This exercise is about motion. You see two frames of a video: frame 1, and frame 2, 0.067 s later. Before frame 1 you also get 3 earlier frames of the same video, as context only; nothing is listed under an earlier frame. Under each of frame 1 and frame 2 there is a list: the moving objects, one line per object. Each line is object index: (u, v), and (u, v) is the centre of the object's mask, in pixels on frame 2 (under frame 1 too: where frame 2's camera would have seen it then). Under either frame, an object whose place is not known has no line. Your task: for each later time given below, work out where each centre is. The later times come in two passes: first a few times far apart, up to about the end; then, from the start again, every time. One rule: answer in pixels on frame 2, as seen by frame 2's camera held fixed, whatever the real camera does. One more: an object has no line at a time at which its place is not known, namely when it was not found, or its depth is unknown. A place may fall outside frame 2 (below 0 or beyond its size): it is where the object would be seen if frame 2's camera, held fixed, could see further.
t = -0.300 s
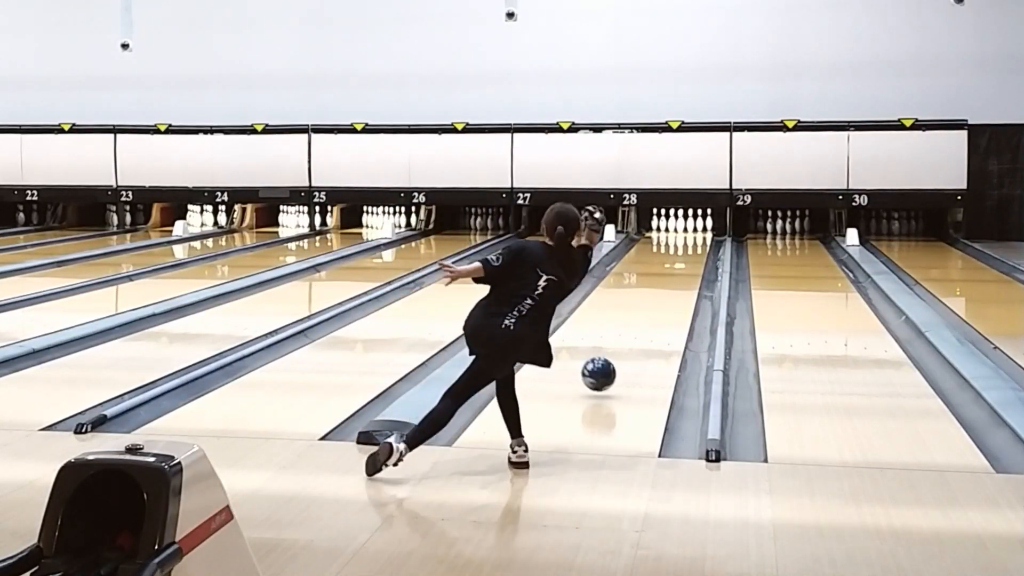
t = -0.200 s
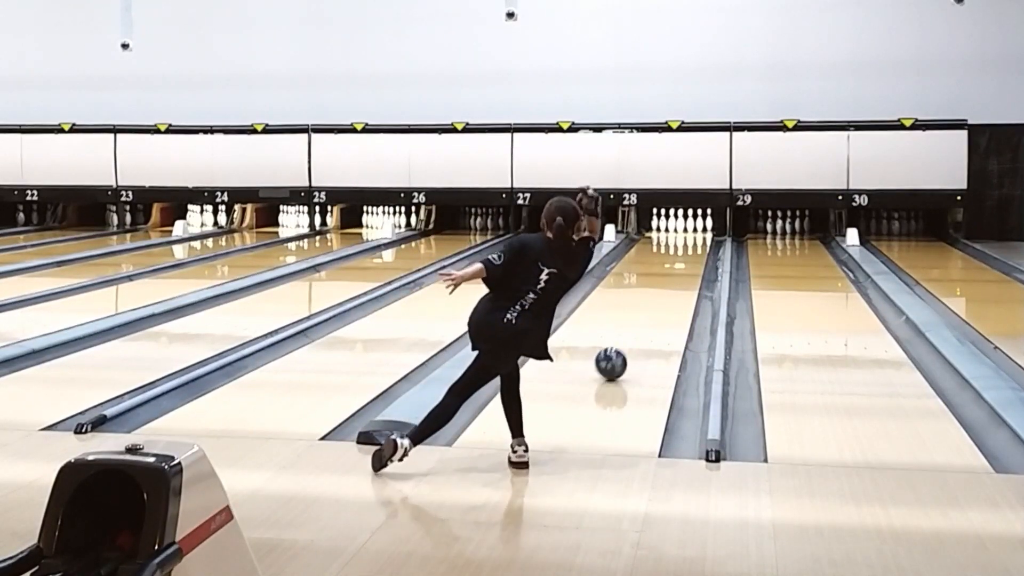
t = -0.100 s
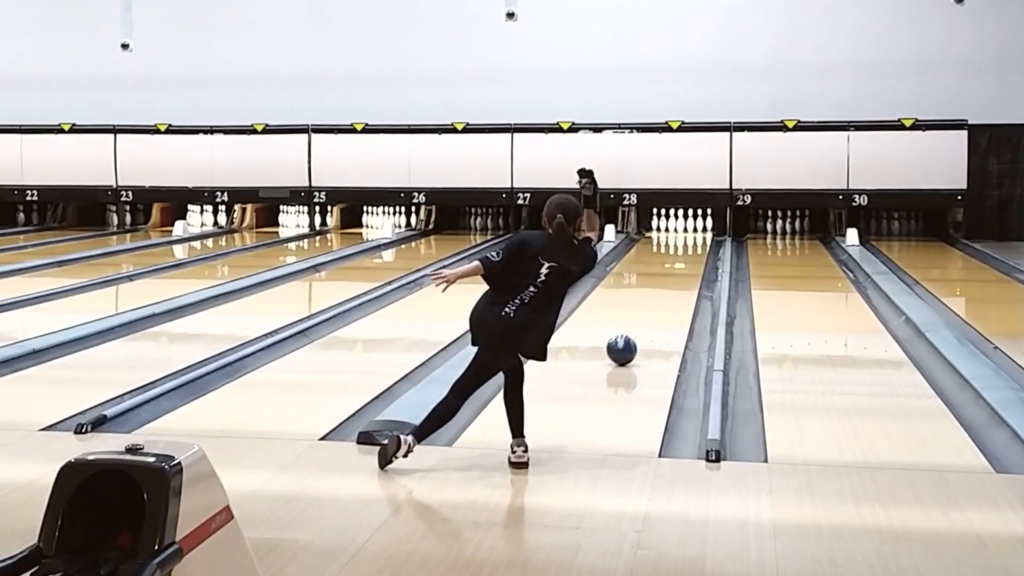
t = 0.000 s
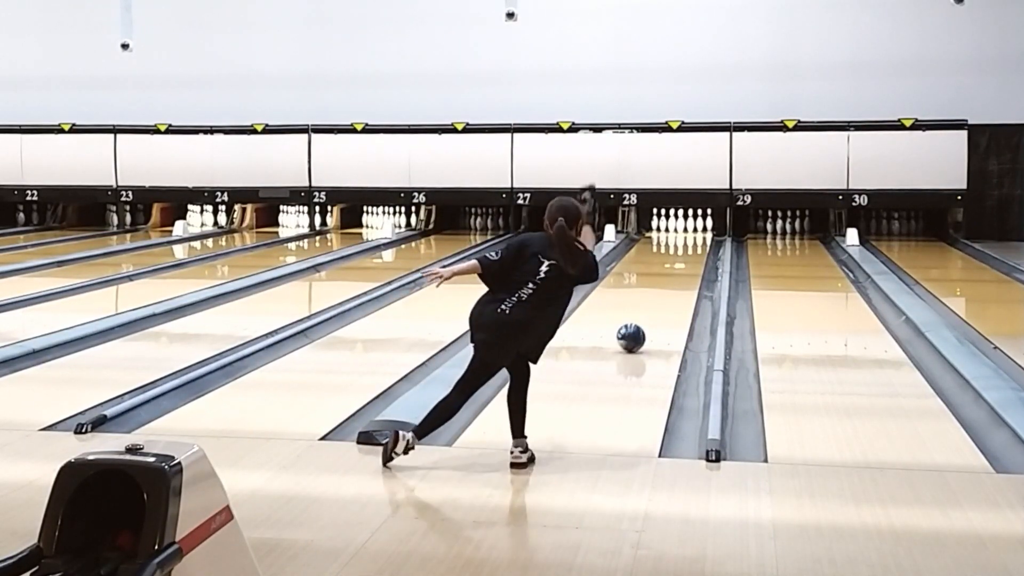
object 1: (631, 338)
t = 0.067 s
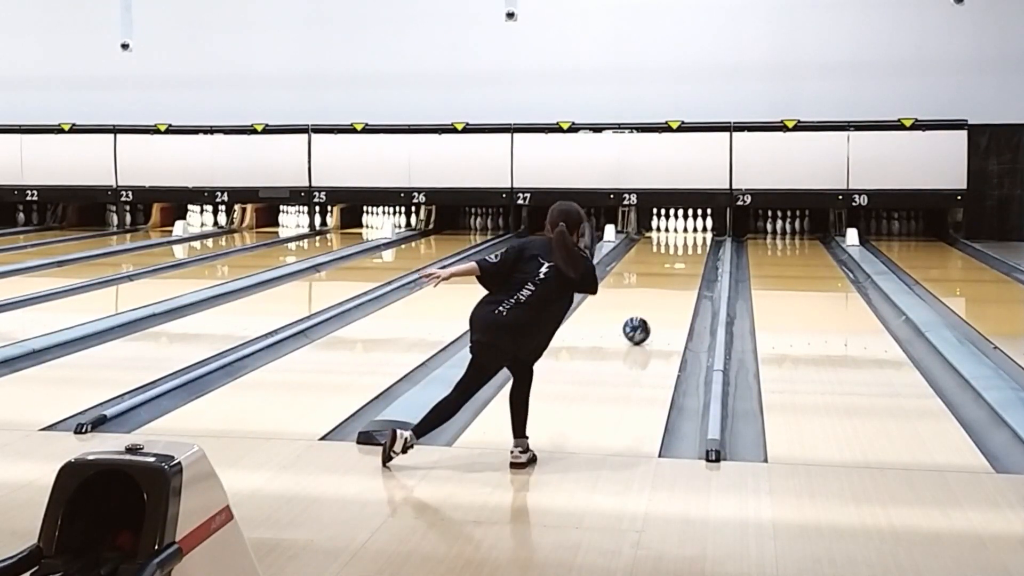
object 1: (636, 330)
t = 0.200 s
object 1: (646, 318)
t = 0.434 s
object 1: (660, 298)
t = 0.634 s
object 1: (669, 285)
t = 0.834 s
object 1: (677, 273)
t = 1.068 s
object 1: (684, 262)
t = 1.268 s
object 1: (689, 254)
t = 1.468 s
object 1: (692, 247)
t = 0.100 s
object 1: (639, 327)
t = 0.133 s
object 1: (642, 323)
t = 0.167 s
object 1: (644, 320)
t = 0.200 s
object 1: (646, 318)
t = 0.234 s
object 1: (649, 314)
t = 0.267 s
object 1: (651, 311)
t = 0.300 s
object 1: (653, 309)
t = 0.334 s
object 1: (655, 306)
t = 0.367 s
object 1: (657, 303)
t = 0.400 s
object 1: (658, 301)
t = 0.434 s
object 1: (660, 298)
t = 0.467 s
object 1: (662, 296)
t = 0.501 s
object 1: (663, 293)
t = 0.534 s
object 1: (665, 291)
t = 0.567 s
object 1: (667, 289)
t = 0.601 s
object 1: (668, 287)
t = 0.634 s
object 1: (669, 285)
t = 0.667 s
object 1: (671, 283)
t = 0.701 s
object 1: (673, 281)
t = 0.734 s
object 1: (674, 279)
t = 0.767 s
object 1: (675, 277)
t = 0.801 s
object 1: (676, 275)
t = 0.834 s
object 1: (677, 273)
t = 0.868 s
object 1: (678, 272)
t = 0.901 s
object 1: (679, 270)
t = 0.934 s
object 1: (680, 269)
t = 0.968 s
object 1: (681, 267)
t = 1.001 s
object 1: (682, 265)
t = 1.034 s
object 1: (683, 264)
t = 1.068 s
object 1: (684, 262)
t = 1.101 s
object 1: (685, 261)
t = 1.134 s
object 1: (686, 260)
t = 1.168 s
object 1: (687, 258)
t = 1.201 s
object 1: (688, 257)
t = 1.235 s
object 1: (688, 256)
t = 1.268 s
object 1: (689, 254)
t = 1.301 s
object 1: (690, 253)
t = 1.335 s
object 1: (690, 252)
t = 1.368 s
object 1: (690, 251)
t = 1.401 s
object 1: (691, 250)
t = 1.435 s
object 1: (691, 248)
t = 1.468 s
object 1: (692, 247)
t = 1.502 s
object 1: (692, 246)
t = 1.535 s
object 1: (693, 245)
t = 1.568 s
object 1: (693, 244)
